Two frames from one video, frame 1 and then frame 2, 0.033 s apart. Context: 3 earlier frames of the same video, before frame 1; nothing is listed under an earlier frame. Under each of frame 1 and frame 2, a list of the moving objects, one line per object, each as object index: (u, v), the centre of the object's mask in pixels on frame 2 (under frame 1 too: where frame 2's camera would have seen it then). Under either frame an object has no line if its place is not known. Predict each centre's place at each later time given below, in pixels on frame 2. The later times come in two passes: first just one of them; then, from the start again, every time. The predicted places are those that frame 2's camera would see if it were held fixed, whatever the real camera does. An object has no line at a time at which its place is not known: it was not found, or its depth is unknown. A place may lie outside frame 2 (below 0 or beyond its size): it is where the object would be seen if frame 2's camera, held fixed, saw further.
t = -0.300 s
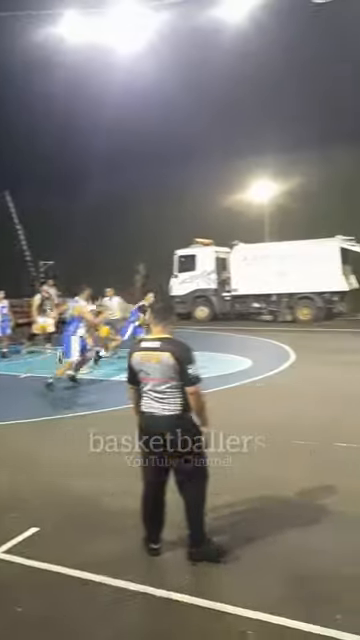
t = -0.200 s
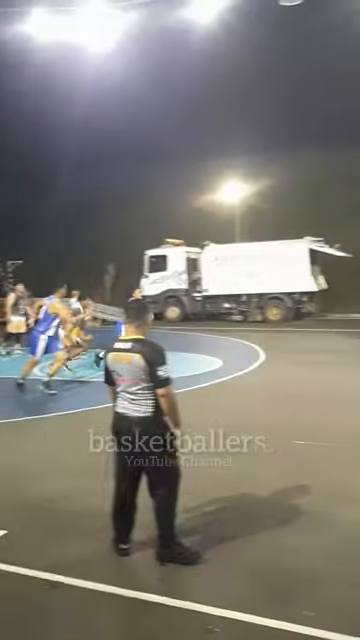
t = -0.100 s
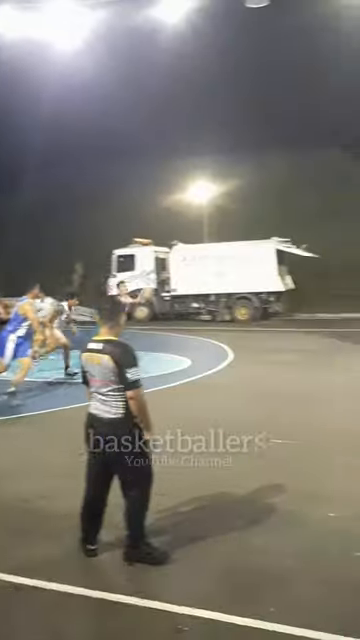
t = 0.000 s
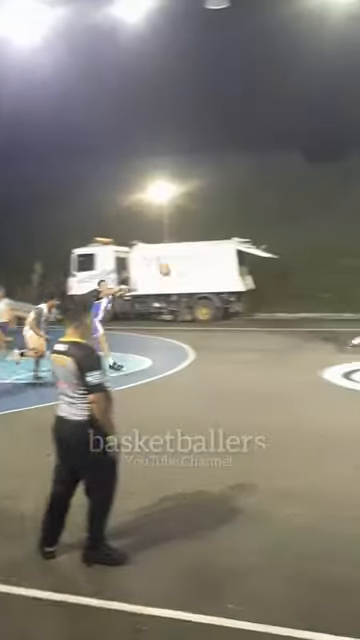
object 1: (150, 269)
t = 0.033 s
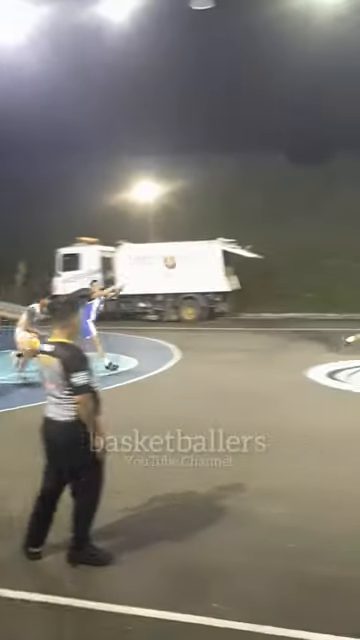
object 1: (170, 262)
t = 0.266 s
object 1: (339, 217)
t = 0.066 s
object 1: (191, 255)
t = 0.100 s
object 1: (214, 247)
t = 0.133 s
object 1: (237, 240)
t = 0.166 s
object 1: (262, 234)
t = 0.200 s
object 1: (287, 228)
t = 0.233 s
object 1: (312, 222)
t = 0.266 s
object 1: (339, 217)
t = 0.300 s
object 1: (366, 212)
